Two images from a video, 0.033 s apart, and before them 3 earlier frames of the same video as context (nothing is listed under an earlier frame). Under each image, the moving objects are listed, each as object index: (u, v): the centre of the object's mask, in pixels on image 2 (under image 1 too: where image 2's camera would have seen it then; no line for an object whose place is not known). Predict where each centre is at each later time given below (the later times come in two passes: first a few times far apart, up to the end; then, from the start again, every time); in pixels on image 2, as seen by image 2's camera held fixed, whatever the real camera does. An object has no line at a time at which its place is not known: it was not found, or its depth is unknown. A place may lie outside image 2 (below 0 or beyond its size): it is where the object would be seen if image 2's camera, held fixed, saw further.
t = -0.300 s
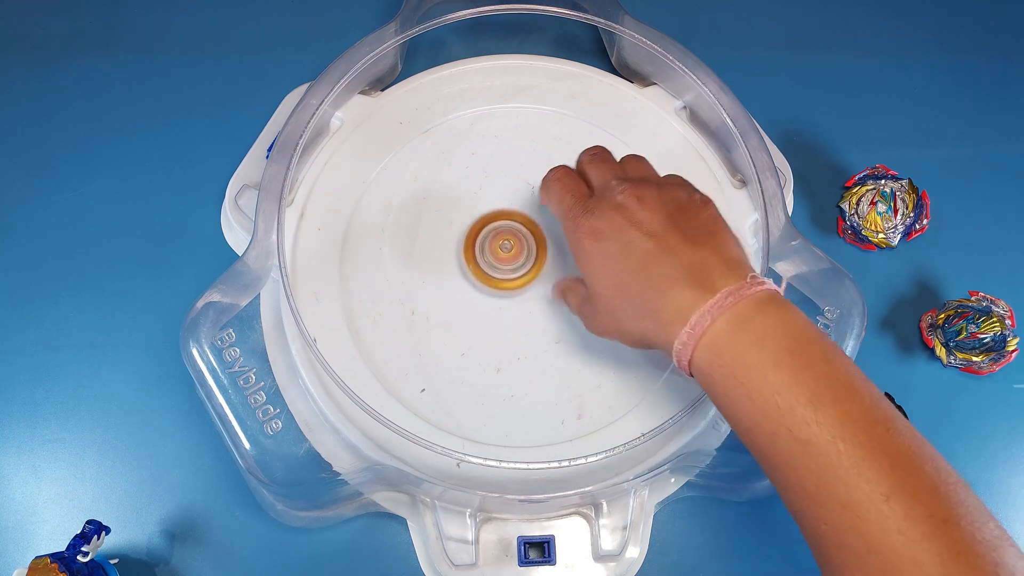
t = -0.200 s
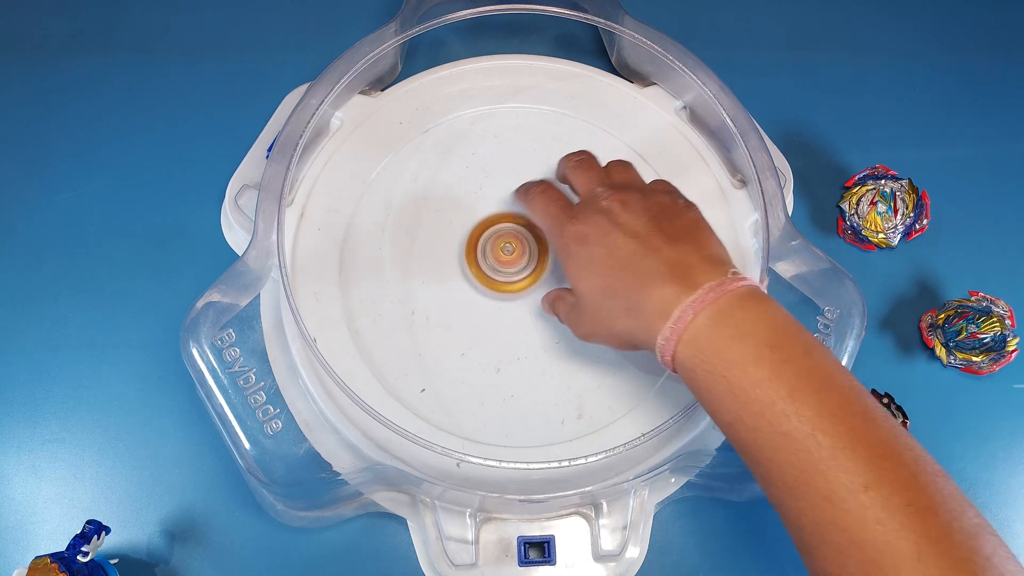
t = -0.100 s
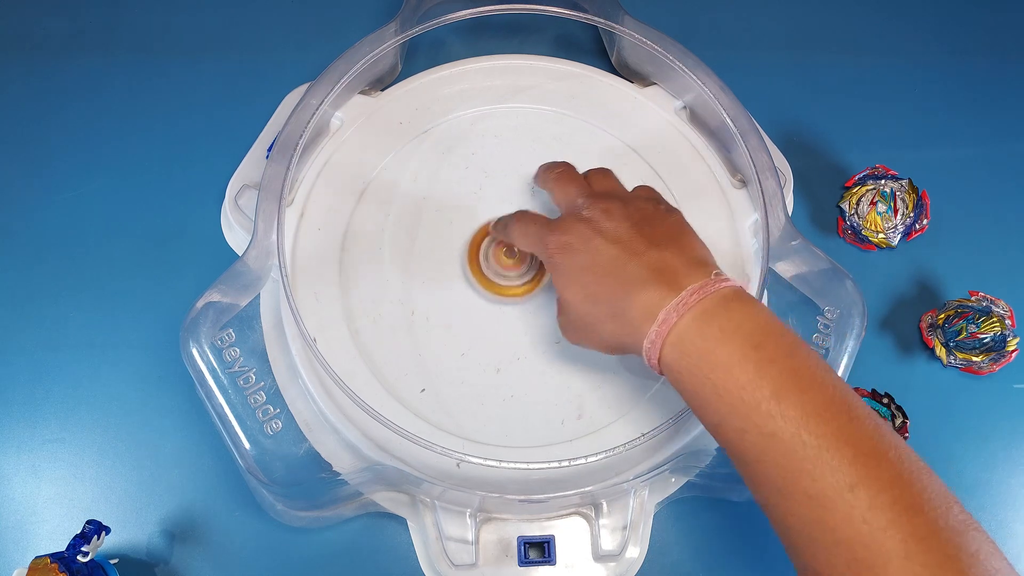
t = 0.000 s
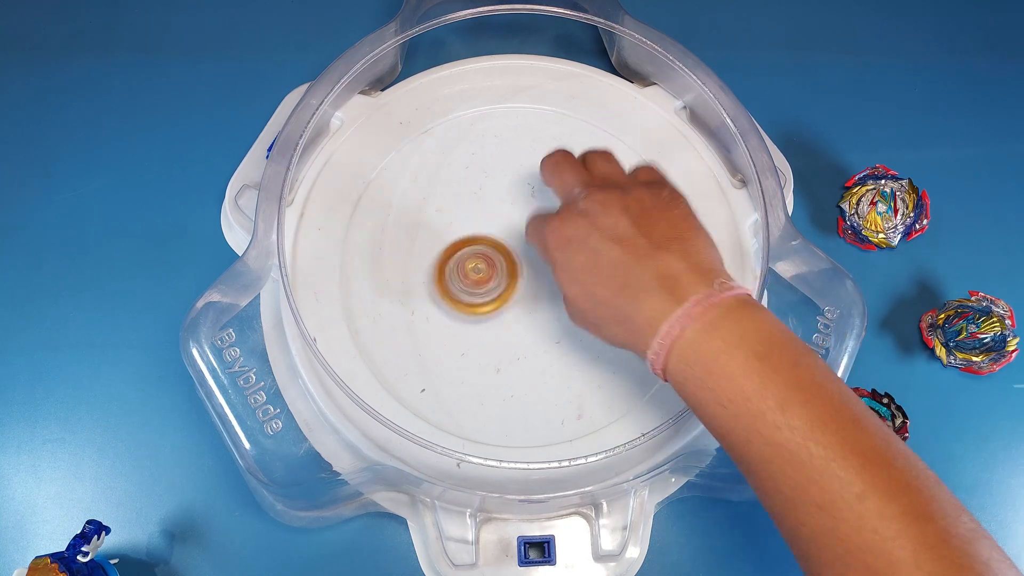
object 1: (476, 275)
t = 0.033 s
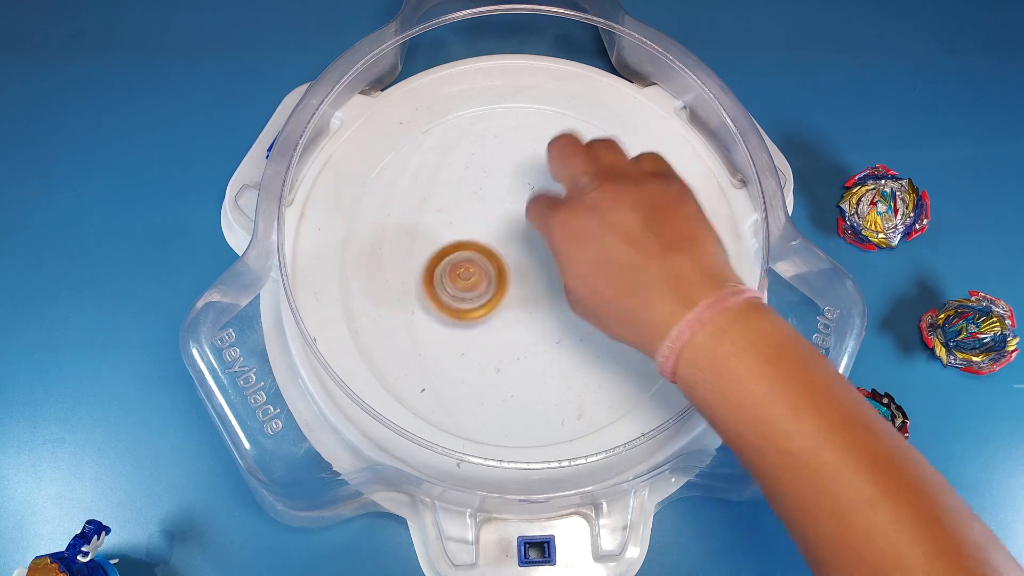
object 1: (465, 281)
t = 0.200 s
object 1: (452, 309)
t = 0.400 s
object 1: (470, 316)
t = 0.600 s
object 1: (486, 310)
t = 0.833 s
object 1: (500, 289)
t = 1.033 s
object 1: (503, 274)
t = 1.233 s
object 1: (506, 261)
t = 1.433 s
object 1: (508, 253)
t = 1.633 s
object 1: (513, 250)
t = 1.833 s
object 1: (520, 249)
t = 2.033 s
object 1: (526, 253)
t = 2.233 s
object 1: (532, 257)
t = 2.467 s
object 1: (537, 265)
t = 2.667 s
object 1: (538, 274)
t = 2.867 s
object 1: (539, 283)
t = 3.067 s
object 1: (535, 290)
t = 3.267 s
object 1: (529, 295)
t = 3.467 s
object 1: (519, 297)
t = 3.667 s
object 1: (510, 296)
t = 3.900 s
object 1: (500, 291)
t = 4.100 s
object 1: (496, 284)
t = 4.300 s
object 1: (495, 274)
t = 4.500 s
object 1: (498, 264)
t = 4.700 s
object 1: (503, 259)
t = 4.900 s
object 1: (508, 253)
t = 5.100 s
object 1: (517, 252)
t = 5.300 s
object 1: (526, 254)
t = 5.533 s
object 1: (534, 258)
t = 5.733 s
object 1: (539, 265)
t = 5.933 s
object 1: (538, 274)
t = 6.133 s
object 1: (537, 283)
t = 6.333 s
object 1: (532, 290)
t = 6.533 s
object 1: (525, 294)
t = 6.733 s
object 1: (517, 294)
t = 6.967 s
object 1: (507, 290)
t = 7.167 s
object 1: (500, 285)
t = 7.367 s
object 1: (498, 277)
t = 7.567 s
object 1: (498, 269)
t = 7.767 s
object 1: (502, 262)
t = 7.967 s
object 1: (507, 256)
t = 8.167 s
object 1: (515, 254)
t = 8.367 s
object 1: (523, 255)
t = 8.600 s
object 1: (531, 260)
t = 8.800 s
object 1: (536, 266)
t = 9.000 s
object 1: (536, 274)
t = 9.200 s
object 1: (534, 283)
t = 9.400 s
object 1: (528, 288)
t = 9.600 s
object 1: (519, 290)
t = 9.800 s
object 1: (509, 290)
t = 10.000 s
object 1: (504, 286)
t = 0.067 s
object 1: (458, 287)
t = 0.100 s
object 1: (454, 293)
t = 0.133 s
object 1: (451, 299)
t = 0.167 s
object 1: (450, 306)
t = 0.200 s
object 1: (452, 309)
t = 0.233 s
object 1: (455, 312)
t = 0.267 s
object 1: (458, 313)
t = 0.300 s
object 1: (461, 315)
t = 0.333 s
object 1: (465, 315)
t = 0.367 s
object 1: (468, 315)
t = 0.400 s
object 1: (470, 316)
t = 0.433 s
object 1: (473, 316)
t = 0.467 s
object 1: (475, 315)
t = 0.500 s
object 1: (478, 314)
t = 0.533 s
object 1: (482, 313)
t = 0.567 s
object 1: (485, 311)
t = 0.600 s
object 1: (486, 310)
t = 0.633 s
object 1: (489, 307)
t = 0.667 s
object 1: (492, 304)
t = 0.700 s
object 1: (494, 301)
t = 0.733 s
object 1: (496, 298)
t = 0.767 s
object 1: (497, 295)
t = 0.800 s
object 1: (499, 292)
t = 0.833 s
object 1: (500, 289)
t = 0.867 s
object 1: (501, 286)
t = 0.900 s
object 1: (502, 284)
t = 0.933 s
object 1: (503, 281)
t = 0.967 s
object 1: (503, 279)
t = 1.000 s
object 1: (503, 276)
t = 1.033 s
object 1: (503, 274)
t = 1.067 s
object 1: (504, 272)
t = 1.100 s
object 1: (505, 269)
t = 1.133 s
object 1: (505, 267)
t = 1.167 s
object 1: (506, 265)
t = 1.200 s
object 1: (506, 263)
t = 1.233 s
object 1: (506, 261)
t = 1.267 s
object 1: (507, 260)
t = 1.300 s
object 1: (506, 258)
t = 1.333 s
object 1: (507, 257)
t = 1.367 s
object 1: (507, 256)
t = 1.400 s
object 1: (507, 255)
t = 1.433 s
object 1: (508, 253)
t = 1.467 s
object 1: (509, 252)
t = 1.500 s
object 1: (509, 252)
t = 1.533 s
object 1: (510, 251)
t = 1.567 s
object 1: (511, 250)
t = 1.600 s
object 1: (512, 250)
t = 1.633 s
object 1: (513, 250)
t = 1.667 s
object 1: (515, 249)
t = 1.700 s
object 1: (515, 249)
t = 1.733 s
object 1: (517, 249)
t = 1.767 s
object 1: (518, 249)
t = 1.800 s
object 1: (519, 249)
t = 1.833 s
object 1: (520, 249)
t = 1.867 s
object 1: (521, 250)
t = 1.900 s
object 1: (522, 250)
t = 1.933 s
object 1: (523, 251)
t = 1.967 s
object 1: (524, 251)
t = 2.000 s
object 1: (525, 252)
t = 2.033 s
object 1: (526, 253)
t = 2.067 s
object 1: (527, 253)
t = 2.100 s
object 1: (528, 254)
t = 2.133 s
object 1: (529, 255)
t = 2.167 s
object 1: (530, 256)
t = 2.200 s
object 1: (531, 256)
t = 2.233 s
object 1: (532, 257)
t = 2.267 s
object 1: (533, 258)
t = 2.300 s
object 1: (533, 260)
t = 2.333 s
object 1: (534, 261)
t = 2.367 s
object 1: (534, 262)
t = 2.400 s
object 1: (535, 263)
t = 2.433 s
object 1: (536, 264)
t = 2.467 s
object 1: (537, 265)
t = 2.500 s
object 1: (537, 267)
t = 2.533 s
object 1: (537, 268)
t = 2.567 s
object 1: (538, 270)
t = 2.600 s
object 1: (538, 271)
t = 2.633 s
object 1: (537, 273)
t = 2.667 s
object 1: (538, 274)
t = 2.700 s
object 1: (537, 275)
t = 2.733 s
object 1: (538, 276)
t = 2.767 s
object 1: (539, 277)
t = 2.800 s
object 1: (539, 279)
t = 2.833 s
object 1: (539, 281)
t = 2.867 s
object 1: (539, 283)
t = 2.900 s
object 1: (538, 284)
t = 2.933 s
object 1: (538, 285)
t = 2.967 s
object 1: (538, 286)
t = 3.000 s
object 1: (537, 287)
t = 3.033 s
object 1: (536, 289)
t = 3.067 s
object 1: (535, 290)
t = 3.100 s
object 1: (534, 291)
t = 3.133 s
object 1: (533, 292)
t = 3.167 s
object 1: (532, 292)
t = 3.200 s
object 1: (531, 293)
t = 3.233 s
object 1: (530, 294)
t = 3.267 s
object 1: (529, 295)
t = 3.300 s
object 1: (527, 296)
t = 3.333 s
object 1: (525, 296)
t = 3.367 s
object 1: (524, 297)
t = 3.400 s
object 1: (522, 297)
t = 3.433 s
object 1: (521, 297)
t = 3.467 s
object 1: (519, 297)
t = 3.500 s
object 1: (517, 297)
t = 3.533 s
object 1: (516, 297)
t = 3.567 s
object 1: (514, 297)
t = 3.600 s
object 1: (513, 297)
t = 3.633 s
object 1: (511, 297)
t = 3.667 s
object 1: (510, 296)
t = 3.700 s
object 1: (508, 296)
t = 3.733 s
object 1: (506, 295)
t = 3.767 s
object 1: (505, 294)
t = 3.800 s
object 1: (504, 294)
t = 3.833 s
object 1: (503, 293)
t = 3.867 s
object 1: (502, 292)
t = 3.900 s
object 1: (500, 291)
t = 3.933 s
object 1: (500, 290)
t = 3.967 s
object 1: (498, 289)
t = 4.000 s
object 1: (497, 288)
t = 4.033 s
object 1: (497, 286)
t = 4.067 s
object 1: (496, 285)
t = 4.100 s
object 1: (496, 284)
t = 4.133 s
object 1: (496, 283)
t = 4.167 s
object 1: (495, 282)
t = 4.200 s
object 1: (495, 280)
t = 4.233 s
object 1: (495, 277)
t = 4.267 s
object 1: (495, 275)
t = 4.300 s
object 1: (495, 274)
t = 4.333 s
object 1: (495, 273)
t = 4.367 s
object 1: (495, 271)
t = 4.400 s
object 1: (496, 269)
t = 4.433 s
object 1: (496, 267)
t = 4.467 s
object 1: (497, 266)
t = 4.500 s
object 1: (498, 264)
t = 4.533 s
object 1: (498, 263)
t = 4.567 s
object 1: (499, 262)
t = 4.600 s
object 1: (500, 261)
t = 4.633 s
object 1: (501, 261)
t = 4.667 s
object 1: (501, 260)
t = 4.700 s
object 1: (503, 259)
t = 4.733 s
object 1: (504, 258)
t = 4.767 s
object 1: (504, 257)
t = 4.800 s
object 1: (505, 256)
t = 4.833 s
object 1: (506, 255)
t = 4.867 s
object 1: (506, 254)
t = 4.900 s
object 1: (508, 253)
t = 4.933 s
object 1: (509, 253)
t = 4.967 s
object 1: (510, 253)
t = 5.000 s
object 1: (512, 253)
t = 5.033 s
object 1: (514, 252)
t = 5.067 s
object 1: (515, 252)
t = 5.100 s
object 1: (517, 252)
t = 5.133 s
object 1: (518, 252)
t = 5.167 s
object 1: (520, 252)
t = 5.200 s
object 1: (522, 253)
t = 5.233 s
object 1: (522, 253)
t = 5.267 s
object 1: (524, 253)
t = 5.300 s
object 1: (526, 254)
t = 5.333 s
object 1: (527, 254)
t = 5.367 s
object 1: (528, 255)
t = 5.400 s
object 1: (529, 255)
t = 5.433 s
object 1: (531, 256)
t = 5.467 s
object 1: (532, 256)
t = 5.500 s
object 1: (533, 257)
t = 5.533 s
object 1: (534, 258)
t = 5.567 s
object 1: (535, 259)
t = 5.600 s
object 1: (536, 260)
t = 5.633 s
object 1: (537, 261)
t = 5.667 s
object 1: (537, 262)
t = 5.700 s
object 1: (538, 264)
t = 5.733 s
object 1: (539, 265)
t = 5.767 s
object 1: (538, 267)
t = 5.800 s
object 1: (538, 268)
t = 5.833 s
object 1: (539, 269)
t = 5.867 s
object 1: (539, 271)
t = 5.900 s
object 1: (539, 273)
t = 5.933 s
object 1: (538, 274)
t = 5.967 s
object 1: (539, 275)
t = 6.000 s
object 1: (539, 276)
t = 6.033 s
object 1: (539, 278)
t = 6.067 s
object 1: (538, 280)
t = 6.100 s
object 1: (538, 281)
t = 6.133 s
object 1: (537, 283)
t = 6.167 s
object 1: (537, 284)
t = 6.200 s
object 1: (536, 285)
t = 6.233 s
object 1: (535, 286)
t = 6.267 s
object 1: (534, 288)
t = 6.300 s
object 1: (533, 289)
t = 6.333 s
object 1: (532, 290)
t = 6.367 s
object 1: (531, 291)
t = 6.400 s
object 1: (530, 292)
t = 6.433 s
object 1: (529, 293)
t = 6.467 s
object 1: (527, 293)
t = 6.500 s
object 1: (526, 293)
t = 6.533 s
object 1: (525, 294)
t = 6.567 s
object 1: (524, 294)
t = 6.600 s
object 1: (523, 294)
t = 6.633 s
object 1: (521, 294)
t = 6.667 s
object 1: (520, 295)
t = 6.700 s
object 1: (518, 294)
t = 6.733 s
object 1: (517, 294)
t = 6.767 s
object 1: (516, 293)
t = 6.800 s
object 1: (515, 293)
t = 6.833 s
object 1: (513, 292)
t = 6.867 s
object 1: (511, 293)
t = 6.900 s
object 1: (509, 292)
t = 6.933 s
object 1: (508, 291)
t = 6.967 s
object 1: (507, 290)
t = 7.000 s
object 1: (506, 289)
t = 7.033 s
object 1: (505, 289)
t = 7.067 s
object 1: (503, 288)
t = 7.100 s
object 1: (502, 287)
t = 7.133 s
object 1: (501, 286)
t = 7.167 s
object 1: (500, 285)
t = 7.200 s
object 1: (499, 284)
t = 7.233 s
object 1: (499, 283)
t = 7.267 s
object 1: (498, 281)
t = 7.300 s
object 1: (498, 280)
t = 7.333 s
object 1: (498, 279)
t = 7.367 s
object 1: (498, 277)
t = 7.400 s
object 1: (498, 276)
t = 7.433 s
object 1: (498, 275)
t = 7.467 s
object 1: (498, 274)
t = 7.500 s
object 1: (498, 272)
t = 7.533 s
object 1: (497, 272)
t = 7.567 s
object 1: (498, 269)
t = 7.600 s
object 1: (499, 268)
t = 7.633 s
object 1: (500, 266)
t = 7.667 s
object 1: (500, 265)
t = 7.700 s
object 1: (501, 264)
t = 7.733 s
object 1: (502, 263)
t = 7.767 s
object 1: (502, 262)
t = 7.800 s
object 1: (503, 261)
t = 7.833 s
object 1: (503, 260)
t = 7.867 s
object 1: (504, 259)
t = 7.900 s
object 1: (505, 258)
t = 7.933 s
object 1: (506, 257)
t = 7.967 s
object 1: (507, 256)
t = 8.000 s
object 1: (508, 256)
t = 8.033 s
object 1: (509, 255)
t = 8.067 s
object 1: (510, 254)
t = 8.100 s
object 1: (512, 254)
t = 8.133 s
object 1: (514, 254)
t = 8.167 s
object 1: (515, 254)
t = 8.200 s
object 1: (517, 254)
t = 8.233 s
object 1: (518, 254)
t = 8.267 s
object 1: (519, 255)
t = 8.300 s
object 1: (520, 255)
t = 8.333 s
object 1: (521, 255)
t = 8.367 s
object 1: (523, 255)
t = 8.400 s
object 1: (524, 256)
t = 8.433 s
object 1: (526, 256)
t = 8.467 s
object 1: (527, 257)
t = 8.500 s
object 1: (528, 257)
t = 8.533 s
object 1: (529, 258)
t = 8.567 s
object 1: (530, 259)
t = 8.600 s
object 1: (531, 260)
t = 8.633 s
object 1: (532, 260)
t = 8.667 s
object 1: (533, 261)
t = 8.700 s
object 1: (534, 262)
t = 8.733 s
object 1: (535, 263)
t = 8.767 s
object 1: (535, 264)
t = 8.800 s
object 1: (536, 266)
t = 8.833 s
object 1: (536, 267)
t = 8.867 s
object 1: (536, 269)
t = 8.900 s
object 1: (536, 270)
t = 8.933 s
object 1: (536, 271)
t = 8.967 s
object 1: (536, 273)
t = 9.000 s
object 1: (536, 274)
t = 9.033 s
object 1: (536, 276)
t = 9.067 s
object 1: (535, 277)
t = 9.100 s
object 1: (535, 278)
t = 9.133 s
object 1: (535, 280)
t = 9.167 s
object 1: (534, 281)
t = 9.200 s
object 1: (534, 283)
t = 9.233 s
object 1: (534, 284)
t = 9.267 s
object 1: (533, 285)
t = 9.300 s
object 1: (531, 286)
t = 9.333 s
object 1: (531, 286)
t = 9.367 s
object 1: (530, 287)
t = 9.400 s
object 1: (528, 288)
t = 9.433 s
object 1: (527, 288)
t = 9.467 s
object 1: (526, 289)
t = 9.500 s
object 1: (524, 289)
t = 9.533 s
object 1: (522, 290)
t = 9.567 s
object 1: (520, 290)
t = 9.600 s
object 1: (519, 290)
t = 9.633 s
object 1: (517, 290)
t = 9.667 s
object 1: (515, 290)
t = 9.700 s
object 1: (514, 290)
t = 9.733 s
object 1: (513, 290)
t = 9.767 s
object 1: (511, 290)
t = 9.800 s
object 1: (509, 290)
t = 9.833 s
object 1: (509, 289)
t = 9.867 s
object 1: (508, 289)
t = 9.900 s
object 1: (507, 288)
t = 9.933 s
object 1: (506, 288)
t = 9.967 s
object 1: (505, 287)
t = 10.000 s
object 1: (504, 286)
